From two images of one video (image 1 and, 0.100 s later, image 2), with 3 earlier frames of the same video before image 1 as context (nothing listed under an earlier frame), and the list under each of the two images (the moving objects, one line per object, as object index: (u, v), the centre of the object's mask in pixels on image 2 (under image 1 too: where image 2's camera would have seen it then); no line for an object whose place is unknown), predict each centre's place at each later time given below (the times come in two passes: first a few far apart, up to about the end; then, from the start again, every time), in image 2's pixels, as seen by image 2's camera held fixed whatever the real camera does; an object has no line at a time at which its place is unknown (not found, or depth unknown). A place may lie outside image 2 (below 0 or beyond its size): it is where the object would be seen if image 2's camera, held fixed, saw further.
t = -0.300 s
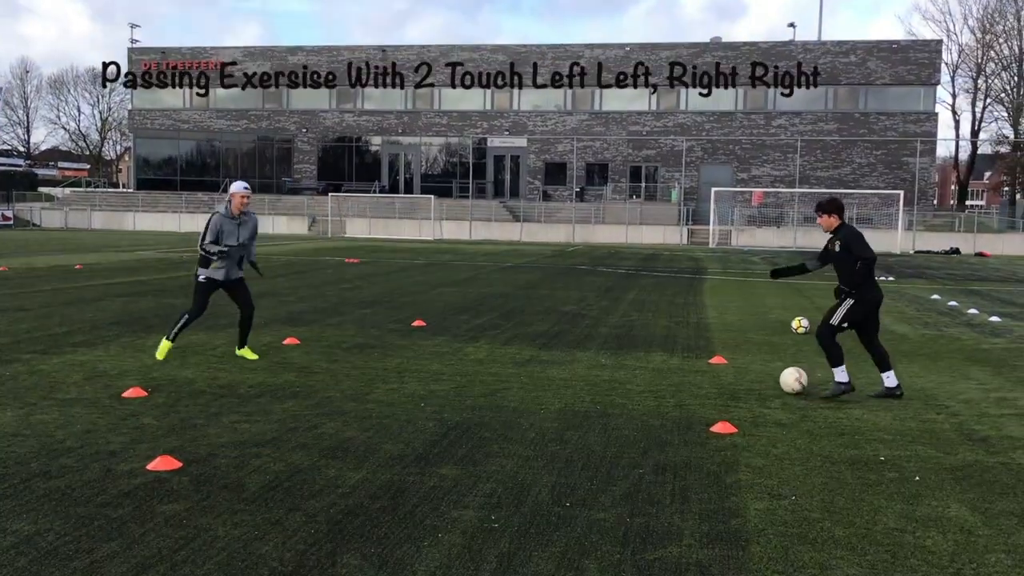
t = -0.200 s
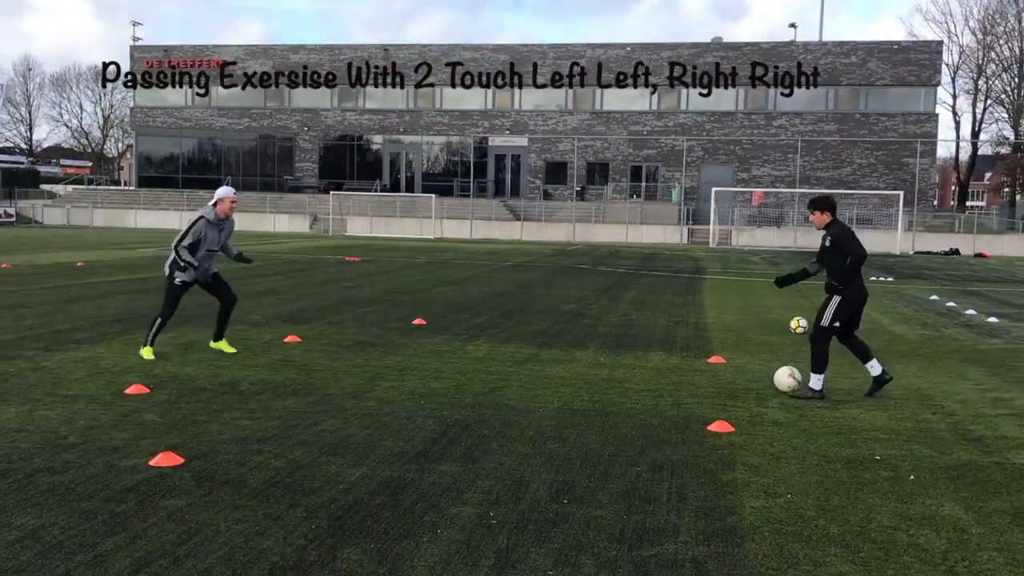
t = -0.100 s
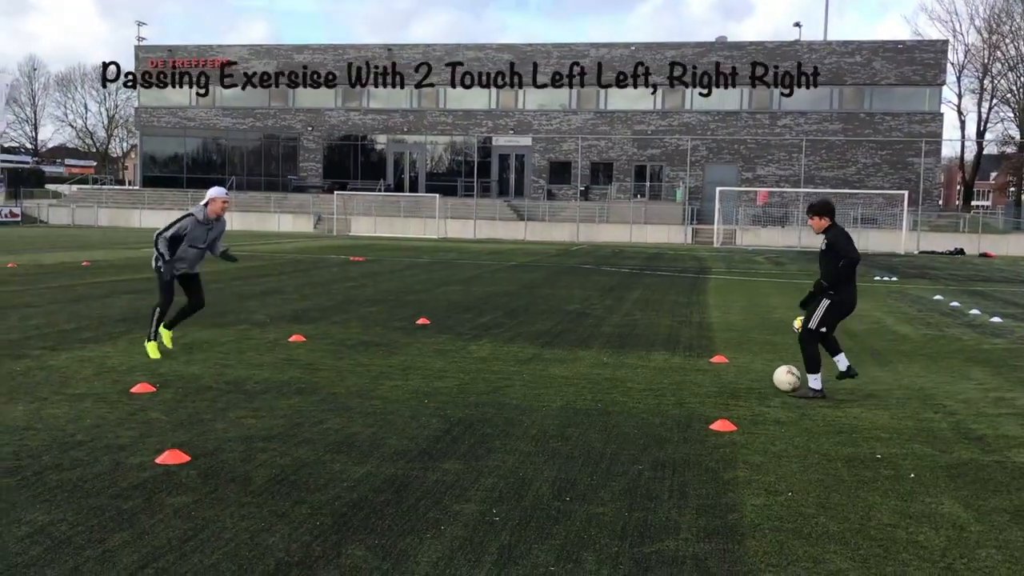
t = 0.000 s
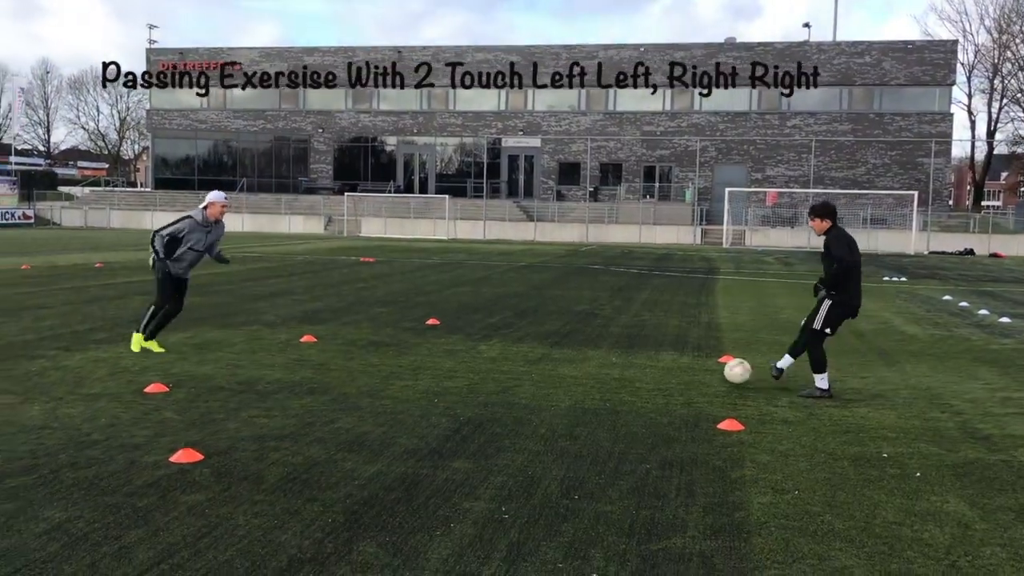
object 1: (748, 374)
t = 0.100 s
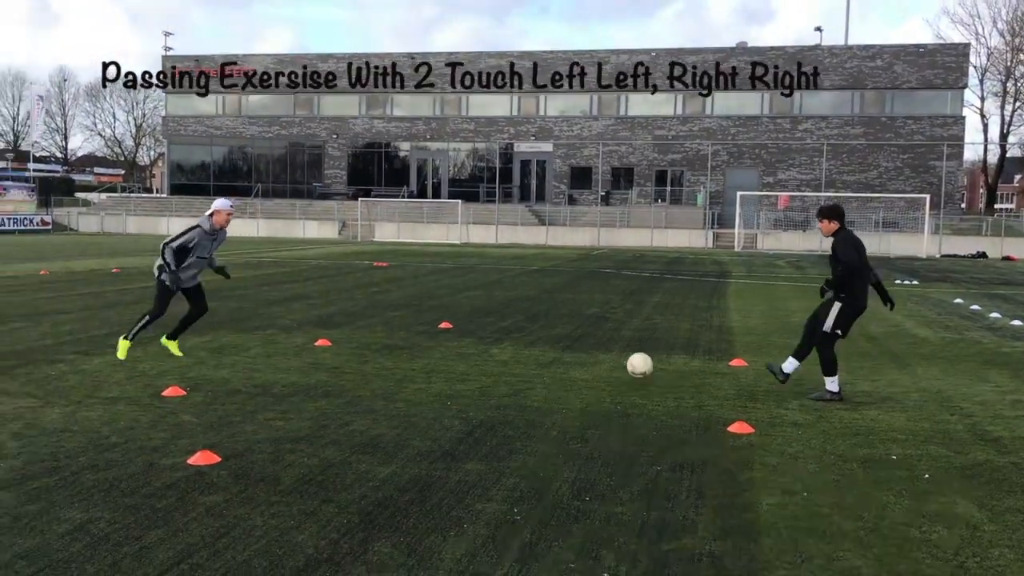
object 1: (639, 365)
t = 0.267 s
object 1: (486, 359)
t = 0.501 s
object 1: (319, 355)
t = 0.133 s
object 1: (605, 365)
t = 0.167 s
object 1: (571, 366)
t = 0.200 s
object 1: (539, 368)
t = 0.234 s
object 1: (512, 362)
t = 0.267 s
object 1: (486, 359)
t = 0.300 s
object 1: (460, 357)
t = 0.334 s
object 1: (434, 356)
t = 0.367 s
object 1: (409, 357)
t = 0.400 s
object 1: (385, 359)
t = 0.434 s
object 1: (361, 360)
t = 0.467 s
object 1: (340, 358)
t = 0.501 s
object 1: (319, 355)
